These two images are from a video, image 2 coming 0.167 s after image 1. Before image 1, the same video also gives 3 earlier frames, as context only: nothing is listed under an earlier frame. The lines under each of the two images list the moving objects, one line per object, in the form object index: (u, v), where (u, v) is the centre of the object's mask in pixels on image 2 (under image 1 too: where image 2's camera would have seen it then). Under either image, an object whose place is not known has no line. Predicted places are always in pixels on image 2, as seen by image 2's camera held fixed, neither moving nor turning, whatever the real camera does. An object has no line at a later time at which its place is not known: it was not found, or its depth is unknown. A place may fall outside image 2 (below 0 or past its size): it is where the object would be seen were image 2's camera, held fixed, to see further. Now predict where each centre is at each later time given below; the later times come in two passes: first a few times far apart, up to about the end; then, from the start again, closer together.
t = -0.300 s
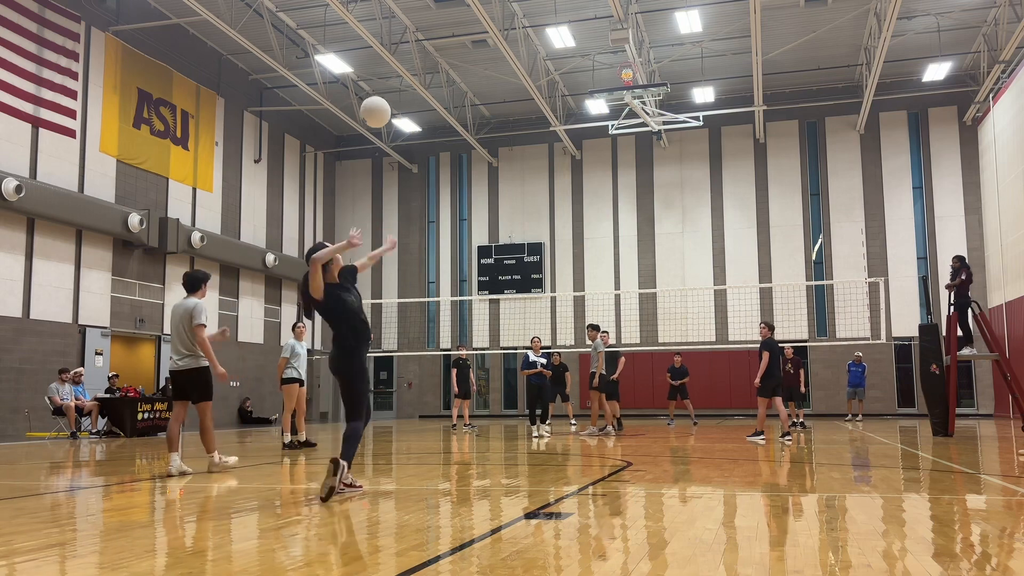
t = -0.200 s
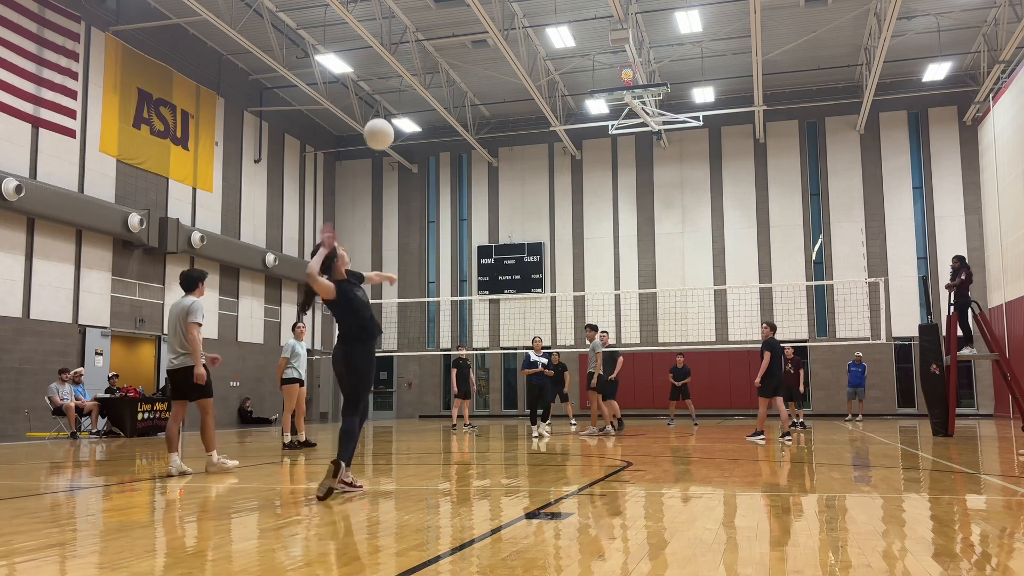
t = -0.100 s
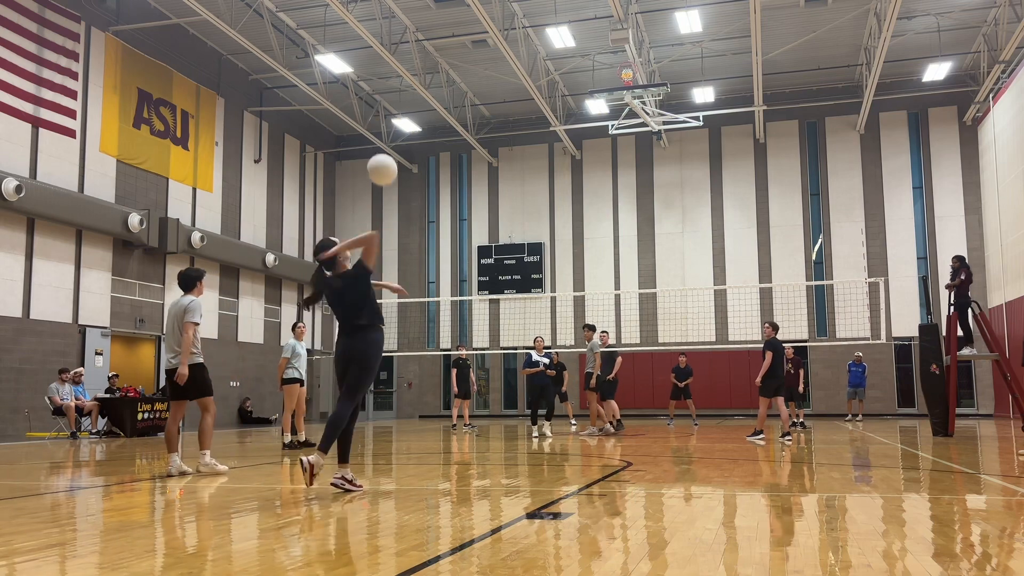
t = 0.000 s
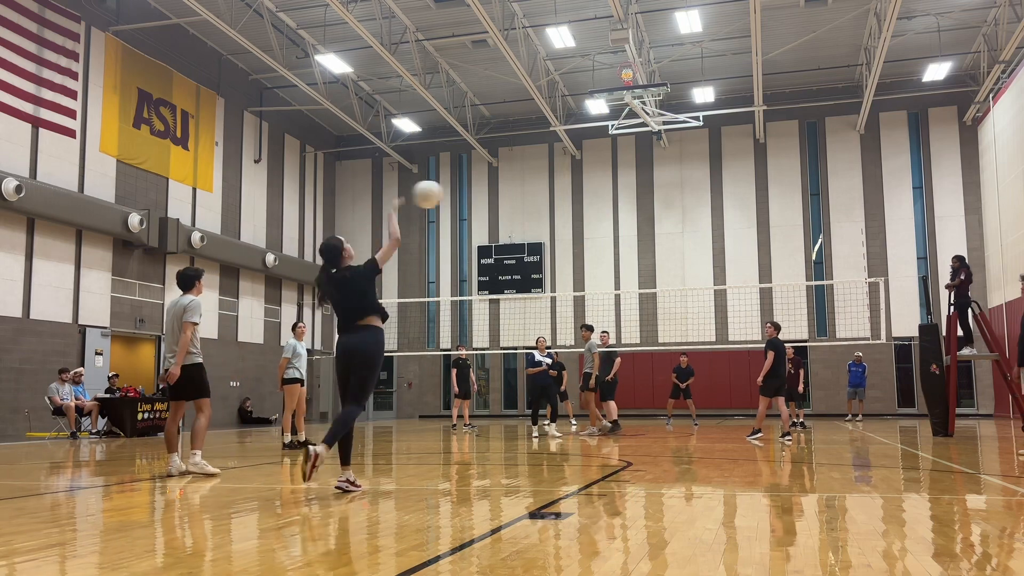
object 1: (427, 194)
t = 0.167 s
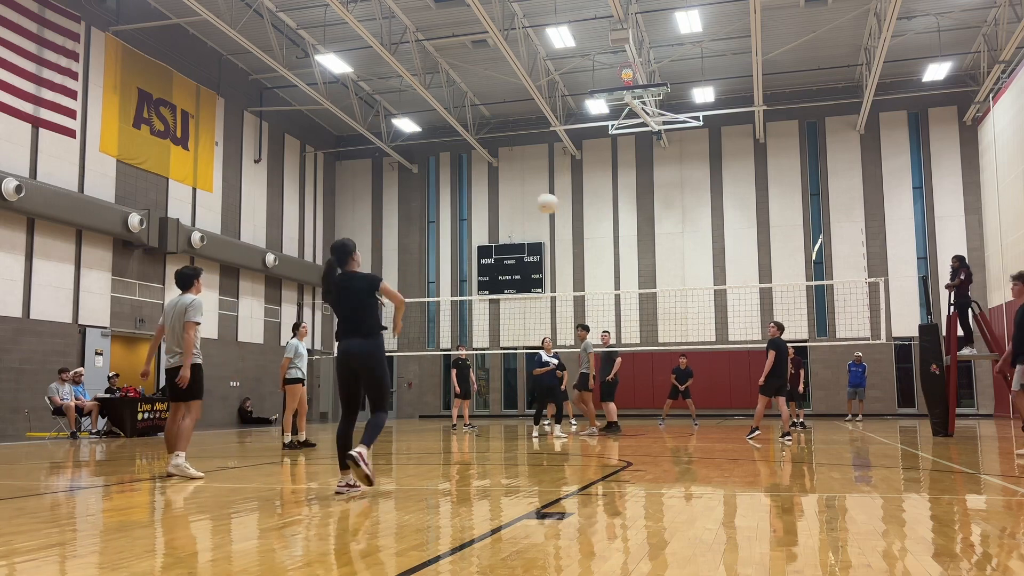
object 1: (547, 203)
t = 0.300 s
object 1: (609, 224)
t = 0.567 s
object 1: (684, 286)
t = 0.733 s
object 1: (698, 318)
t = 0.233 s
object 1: (581, 213)
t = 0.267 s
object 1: (595, 218)
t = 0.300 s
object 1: (609, 224)
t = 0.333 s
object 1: (620, 231)
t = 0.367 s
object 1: (632, 239)
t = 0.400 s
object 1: (642, 246)
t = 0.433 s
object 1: (651, 253)
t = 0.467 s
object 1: (660, 262)
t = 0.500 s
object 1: (669, 270)
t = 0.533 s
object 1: (677, 278)
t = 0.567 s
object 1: (684, 286)
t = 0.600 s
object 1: (691, 295)
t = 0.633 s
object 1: (697, 303)
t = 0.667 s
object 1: (699, 306)
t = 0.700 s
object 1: (700, 313)
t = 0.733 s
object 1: (698, 318)
